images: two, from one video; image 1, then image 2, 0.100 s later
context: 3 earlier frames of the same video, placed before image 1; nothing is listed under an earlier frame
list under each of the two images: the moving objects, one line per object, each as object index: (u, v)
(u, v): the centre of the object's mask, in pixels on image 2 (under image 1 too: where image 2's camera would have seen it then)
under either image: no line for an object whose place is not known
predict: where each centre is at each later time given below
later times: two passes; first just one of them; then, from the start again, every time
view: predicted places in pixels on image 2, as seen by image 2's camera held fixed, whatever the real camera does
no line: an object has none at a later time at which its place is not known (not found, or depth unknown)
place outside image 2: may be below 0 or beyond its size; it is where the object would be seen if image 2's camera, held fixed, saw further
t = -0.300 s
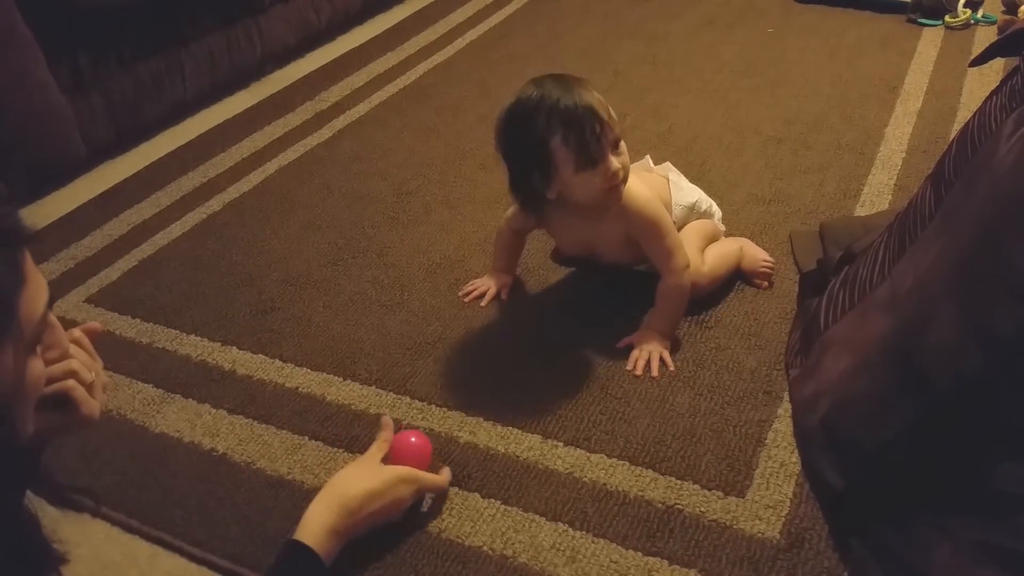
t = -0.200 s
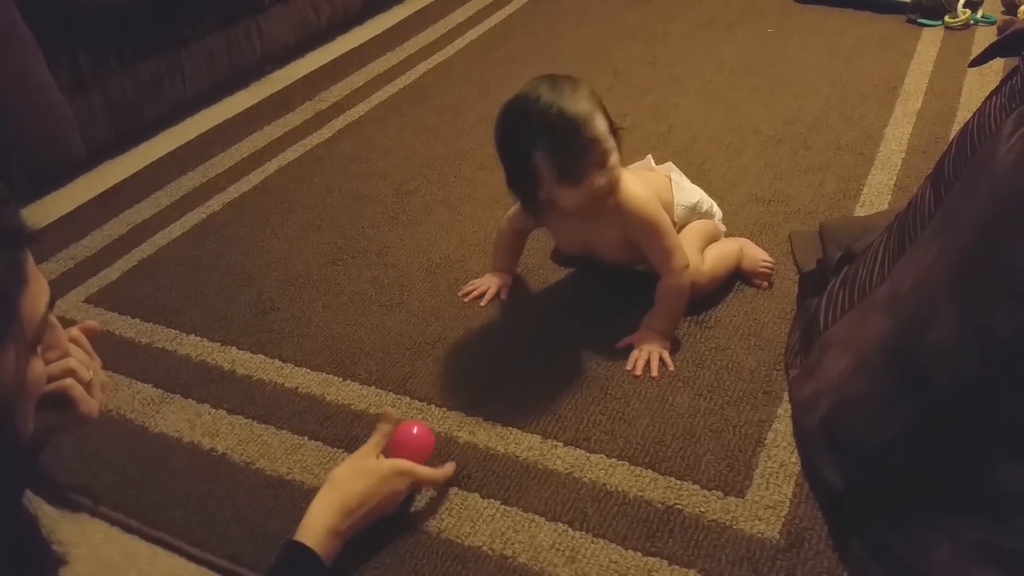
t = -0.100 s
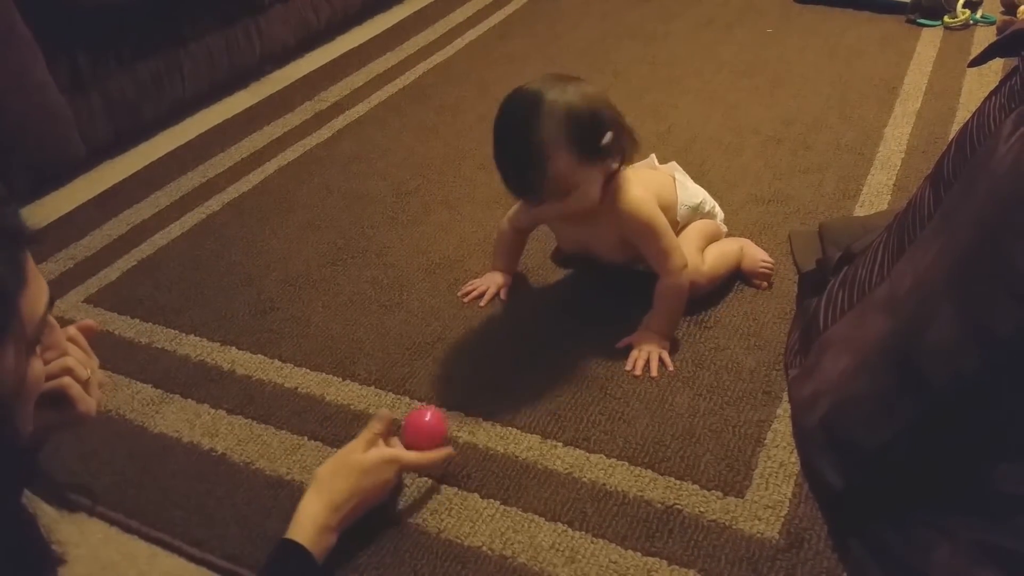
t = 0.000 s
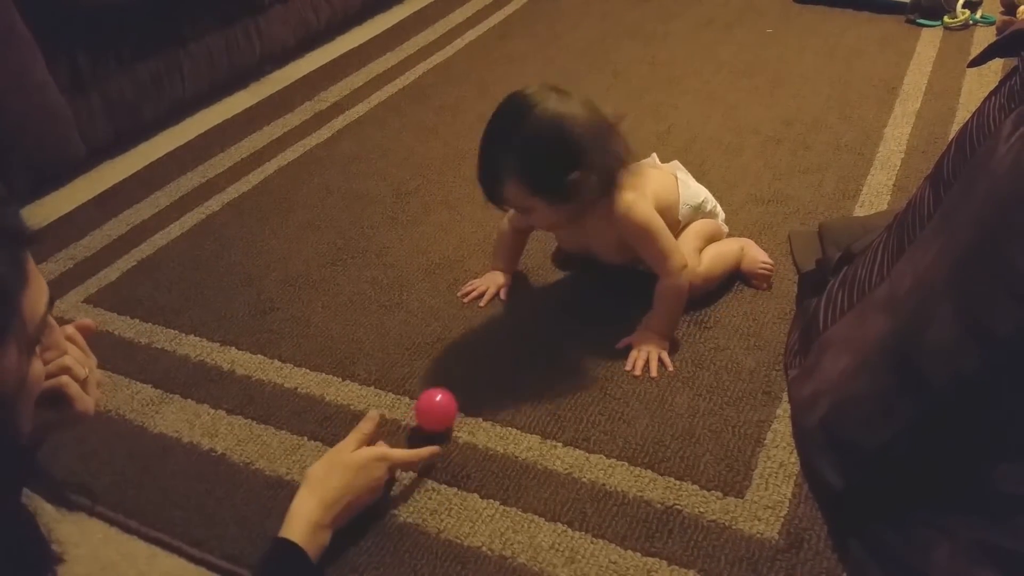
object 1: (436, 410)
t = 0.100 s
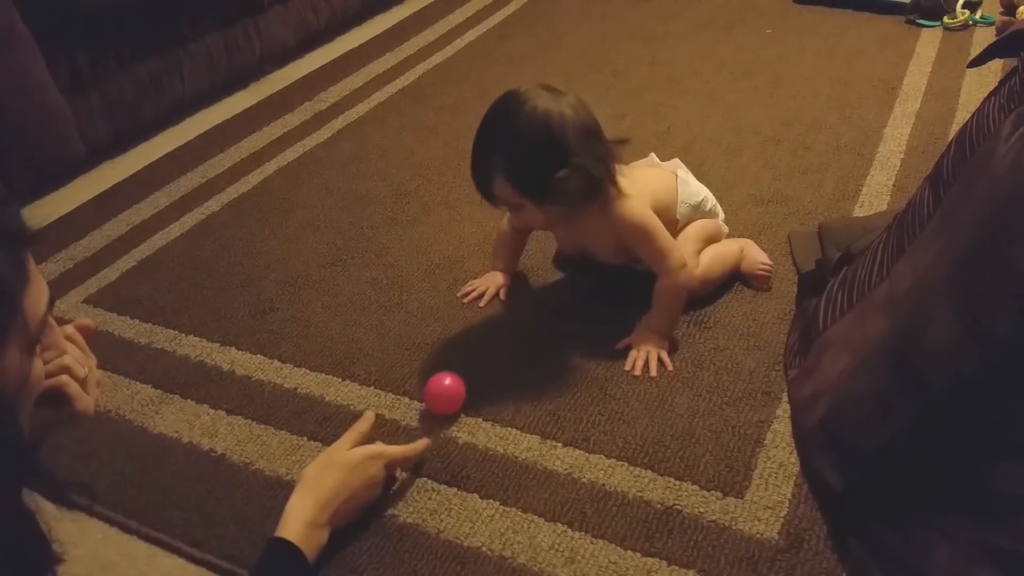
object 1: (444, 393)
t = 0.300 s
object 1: (459, 371)
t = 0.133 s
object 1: (447, 388)
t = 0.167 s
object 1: (449, 384)
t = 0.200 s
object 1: (451, 380)
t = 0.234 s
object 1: (454, 377)
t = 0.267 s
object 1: (456, 373)
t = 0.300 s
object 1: (459, 371)
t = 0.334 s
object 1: (460, 369)
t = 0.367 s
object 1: (462, 367)
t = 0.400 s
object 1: (464, 365)
